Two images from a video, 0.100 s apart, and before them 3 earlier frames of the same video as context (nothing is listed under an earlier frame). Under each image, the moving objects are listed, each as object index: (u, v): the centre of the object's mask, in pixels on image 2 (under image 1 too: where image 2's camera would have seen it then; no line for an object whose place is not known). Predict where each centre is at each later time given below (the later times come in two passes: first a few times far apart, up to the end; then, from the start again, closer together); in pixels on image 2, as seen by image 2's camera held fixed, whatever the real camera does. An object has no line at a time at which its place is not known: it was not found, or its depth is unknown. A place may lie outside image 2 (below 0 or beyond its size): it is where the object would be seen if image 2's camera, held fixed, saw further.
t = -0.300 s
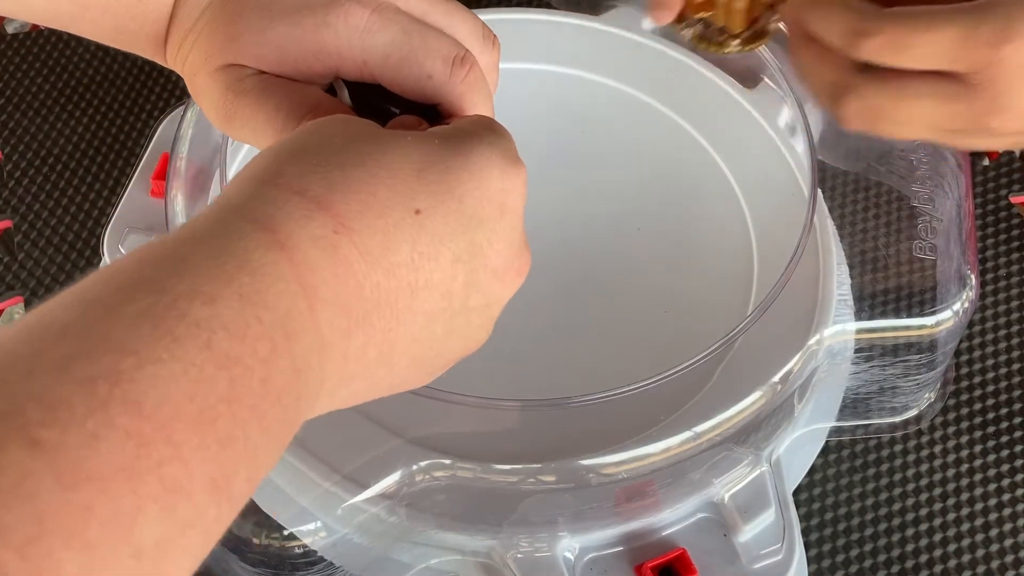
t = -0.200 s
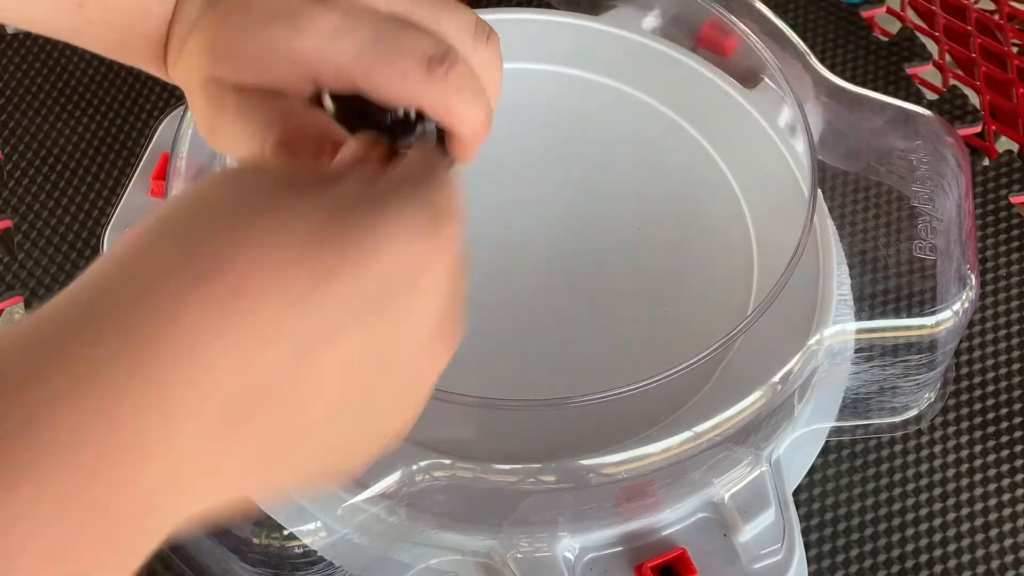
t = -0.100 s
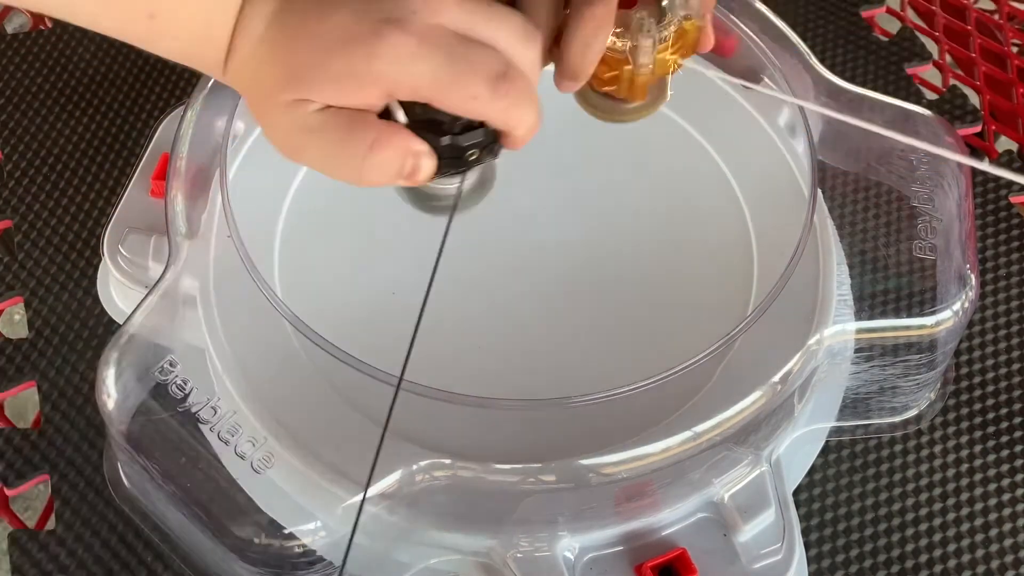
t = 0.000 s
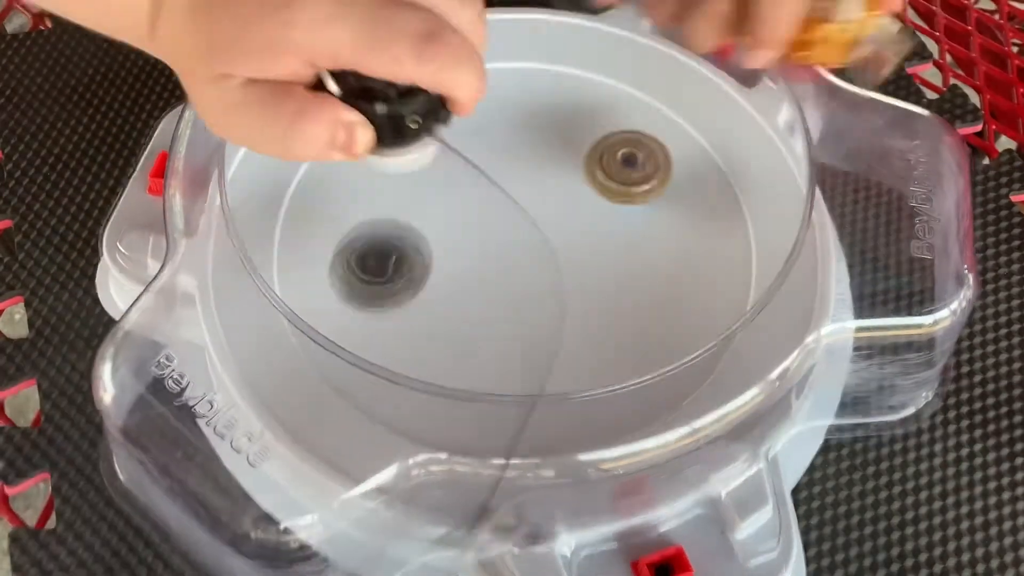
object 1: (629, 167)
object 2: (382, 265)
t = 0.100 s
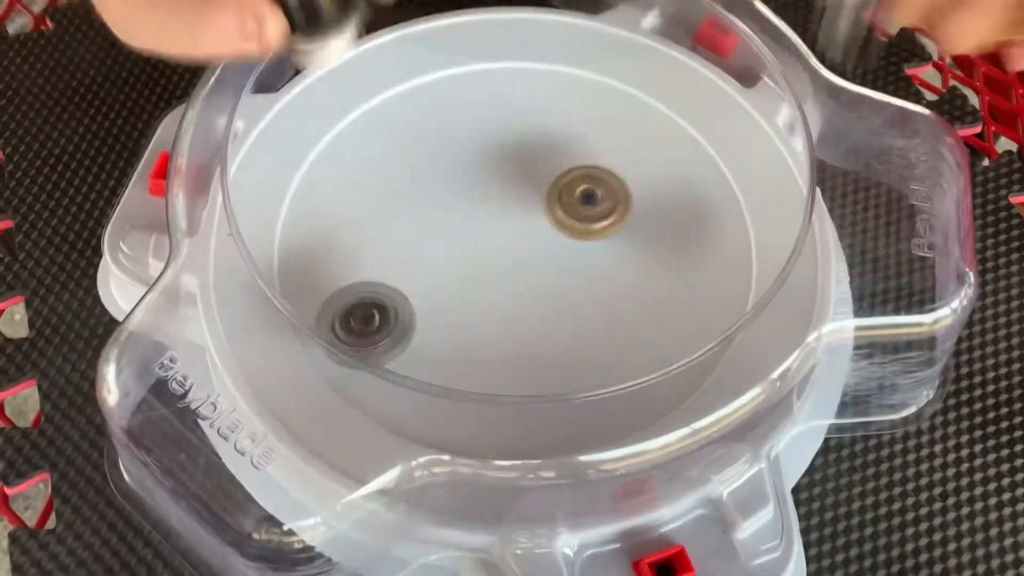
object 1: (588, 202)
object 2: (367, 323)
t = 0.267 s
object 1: (509, 244)
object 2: (455, 352)
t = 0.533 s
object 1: (535, 298)
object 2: (667, 281)
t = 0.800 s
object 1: (593, 242)
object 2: (529, 127)
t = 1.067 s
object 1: (480, 208)
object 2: (293, 196)
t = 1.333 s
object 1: (459, 330)
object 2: (529, 422)
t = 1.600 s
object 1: (619, 304)
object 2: (730, 167)
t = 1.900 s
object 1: (517, 175)
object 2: (329, 120)
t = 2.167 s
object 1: (398, 265)
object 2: (567, 417)
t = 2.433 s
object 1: (543, 361)
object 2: (668, 93)
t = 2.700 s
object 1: (622, 209)
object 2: (294, 182)
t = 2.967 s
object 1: (428, 150)
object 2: (633, 399)
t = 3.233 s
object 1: (357, 318)
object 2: (652, 84)
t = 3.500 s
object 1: (604, 349)
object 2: (317, 138)
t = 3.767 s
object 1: (610, 174)
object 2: (451, 417)
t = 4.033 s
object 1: (443, 146)
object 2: (741, 259)
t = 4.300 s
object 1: (391, 273)
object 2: (557, 67)
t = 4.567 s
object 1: (568, 317)
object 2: (310, 181)
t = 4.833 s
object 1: (609, 185)
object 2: (465, 403)
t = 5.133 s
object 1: (458, 158)
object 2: (669, 237)
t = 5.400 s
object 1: (427, 268)
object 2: (501, 135)
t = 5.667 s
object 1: (548, 313)
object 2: (401, 266)
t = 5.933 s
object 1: (609, 249)
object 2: (536, 321)
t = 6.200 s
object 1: (537, 172)
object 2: (555, 252)
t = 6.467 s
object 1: (416, 227)
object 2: (529, 258)
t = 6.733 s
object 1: (485, 334)
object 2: (538, 256)
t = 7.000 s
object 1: (612, 288)
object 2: (534, 222)
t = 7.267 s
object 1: (580, 189)
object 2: (472, 208)
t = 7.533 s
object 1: (501, 196)
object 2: (426, 265)
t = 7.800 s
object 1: (490, 232)
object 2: (462, 308)
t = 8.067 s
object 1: (519, 230)
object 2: (531, 307)
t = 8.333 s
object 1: (520, 204)
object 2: (552, 282)
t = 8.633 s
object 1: (499, 206)
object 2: (537, 278)
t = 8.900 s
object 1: (496, 208)
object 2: (538, 281)
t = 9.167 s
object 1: (500, 204)
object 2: (538, 278)
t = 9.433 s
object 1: (502, 199)
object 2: (531, 278)
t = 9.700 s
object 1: (504, 177)
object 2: (520, 296)
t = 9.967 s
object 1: (507, 194)
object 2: (522, 269)
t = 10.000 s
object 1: (511, 180)
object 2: (521, 283)
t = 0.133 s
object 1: (569, 210)
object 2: (374, 332)
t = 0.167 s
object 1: (551, 219)
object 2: (387, 339)
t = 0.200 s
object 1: (533, 227)
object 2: (406, 345)
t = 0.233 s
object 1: (519, 235)
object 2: (428, 349)
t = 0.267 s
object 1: (509, 244)
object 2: (455, 352)
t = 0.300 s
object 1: (502, 255)
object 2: (484, 353)
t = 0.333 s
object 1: (500, 267)
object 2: (516, 351)
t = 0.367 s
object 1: (500, 279)
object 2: (550, 345)
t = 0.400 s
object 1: (502, 283)
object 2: (584, 341)
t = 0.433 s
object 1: (507, 288)
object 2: (614, 331)
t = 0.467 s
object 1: (514, 291)
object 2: (639, 318)
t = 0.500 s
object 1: (524, 295)
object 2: (657, 300)
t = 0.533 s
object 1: (535, 298)
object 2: (667, 281)
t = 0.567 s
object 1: (548, 300)
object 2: (672, 259)
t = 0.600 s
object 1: (560, 298)
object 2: (667, 238)
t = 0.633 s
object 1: (571, 295)
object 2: (657, 216)
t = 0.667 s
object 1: (580, 289)
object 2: (641, 195)
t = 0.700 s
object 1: (587, 279)
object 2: (617, 174)
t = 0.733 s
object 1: (592, 268)
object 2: (590, 156)
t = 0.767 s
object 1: (594, 255)
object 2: (560, 140)
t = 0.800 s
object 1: (593, 242)
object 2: (529, 127)
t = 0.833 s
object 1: (588, 227)
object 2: (495, 118)
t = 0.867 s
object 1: (581, 216)
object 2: (462, 113)
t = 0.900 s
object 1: (570, 207)
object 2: (429, 114)
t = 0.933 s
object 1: (555, 201)
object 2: (399, 120)
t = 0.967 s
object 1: (537, 197)
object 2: (367, 132)
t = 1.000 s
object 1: (518, 198)
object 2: (340, 147)
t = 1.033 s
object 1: (499, 201)
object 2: (314, 169)
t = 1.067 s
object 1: (480, 208)
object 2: (293, 196)
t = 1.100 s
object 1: (463, 219)
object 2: (285, 225)
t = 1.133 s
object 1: (448, 233)
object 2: (297, 261)
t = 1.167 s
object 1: (438, 249)
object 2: (320, 293)
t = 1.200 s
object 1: (432, 267)
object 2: (343, 331)
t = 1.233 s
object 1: (432, 284)
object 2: (380, 366)
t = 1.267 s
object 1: (436, 300)
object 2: (425, 394)
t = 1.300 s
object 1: (445, 316)
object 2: (481, 414)
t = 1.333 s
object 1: (459, 330)
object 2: (529, 422)
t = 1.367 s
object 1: (477, 339)
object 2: (587, 415)
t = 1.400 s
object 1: (498, 348)
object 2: (630, 397)
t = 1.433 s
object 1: (522, 351)
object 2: (674, 365)
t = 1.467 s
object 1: (547, 351)
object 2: (702, 329)
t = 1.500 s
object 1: (569, 346)
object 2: (721, 290)
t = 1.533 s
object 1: (591, 335)
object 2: (738, 254)
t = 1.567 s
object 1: (607, 320)
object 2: (740, 211)
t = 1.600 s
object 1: (619, 304)
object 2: (730, 167)
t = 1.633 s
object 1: (625, 285)
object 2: (710, 129)
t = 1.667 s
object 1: (624, 265)
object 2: (678, 101)
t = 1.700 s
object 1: (619, 246)
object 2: (633, 77)
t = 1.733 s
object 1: (609, 227)
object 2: (584, 56)
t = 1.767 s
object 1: (594, 211)
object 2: (534, 45)
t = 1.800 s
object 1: (578, 197)
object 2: (475, 47)
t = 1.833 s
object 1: (560, 186)
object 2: (424, 64)
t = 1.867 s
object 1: (539, 178)
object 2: (371, 84)
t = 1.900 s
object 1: (517, 175)
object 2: (329, 120)
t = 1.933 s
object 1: (496, 175)
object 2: (303, 166)
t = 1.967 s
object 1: (475, 179)
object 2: (284, 214)
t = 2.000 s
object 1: (455, 187)
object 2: (300, 270)
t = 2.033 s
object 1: (437, 198)
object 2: (318, 327)
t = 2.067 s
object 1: (422, 211)
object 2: (362, 371)
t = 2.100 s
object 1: (410, 227)
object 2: (422, 407)
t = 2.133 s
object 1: (403, 245)
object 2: (498, 421)
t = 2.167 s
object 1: (398, 265)
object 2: (567, 417)
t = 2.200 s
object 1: (399, 285)
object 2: (633, 399)
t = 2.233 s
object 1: (405, 305)
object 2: (689, 367)
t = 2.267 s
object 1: (417, 323)
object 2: (725, 317)
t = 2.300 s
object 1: (435, 340)
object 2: (740, 268)
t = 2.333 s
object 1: (458, 352)
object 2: (749, 220)
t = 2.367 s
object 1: (484, 359)
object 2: (734, 172)
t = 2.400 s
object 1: (513, 362)
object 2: (706, 127)
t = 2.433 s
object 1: (543, 361)
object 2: (668, 93)
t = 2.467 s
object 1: (572, 356)
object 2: (621, 67)
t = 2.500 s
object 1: (599, 343)
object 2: (569, 51)
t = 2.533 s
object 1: (621, 323)
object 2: (512, 46)
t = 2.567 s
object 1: (635, 301)
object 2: (454, 53)
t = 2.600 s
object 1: (643, 278)
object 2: (401, 70)
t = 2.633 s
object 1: (642, 254)
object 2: (356, 98)
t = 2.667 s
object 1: (635, 231)
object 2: (319, 136)
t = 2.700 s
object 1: (622, 209)
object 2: (294, 182)
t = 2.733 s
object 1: (605, 189)
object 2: (287, 239)
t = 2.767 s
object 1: (584, 173)
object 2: (297, 291)
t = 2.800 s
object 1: (560, 159)
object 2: (329, 343)
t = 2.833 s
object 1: (535, 150)
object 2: (377, 383)
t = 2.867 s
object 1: (509, 144)
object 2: (442, 411)
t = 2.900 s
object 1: (482, 142)
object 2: (505, 422)
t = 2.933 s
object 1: (454, 144)
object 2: (573, 418)
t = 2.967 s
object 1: (428, 150)
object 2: (633, 399)
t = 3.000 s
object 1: (403, 161)
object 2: (687, 369)
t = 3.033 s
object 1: (379, 175)
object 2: (722, 323)
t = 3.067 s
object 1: (359, 193)
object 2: (741, 276)
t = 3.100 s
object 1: (342, 215)
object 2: (748, 234)
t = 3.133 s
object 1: (333, 240)
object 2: (739, 187)
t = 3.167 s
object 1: (331, 267)
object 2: (722, 150)
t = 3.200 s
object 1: (338, 295)
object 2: (693, 113)
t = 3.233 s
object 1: (357, 318)
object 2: (652, 84)
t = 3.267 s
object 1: (376, 347)
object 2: (609, 63)
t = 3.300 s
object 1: (406, 366)
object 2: (564, 52)
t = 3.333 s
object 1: (438, 379)
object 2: (515, 49)
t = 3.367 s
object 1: (472, 386)
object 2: (467, 52)
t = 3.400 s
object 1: (508, 386)
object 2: (421, 64)
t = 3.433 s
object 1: (543, 378)
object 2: (379, 83)
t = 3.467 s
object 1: (574, 362)
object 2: (345, 106)
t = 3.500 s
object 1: (604, 349)
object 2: (317, 138)
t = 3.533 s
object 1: (627, 330)
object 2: (298, 176)
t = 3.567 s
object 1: (643, 306)
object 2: (286, 217)
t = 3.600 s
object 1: (652, 282)
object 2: (294, 255)
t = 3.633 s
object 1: (654, 259)
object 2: (304, 295)
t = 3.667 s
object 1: (650, 236)
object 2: (325, 336)
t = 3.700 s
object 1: (640, 213)
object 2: (357, 371)
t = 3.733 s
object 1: (627, 192)
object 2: (401, 398)
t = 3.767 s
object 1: (610, 174)
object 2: (451, 417)
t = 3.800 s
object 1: (590, 159)
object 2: (507, 423)
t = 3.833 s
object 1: (571, 148)
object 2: (555, 418)
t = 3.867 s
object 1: (550, 140)
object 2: (606, 410)
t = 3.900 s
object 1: (528, 135)
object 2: (654, 389)
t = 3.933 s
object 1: (505, 133)
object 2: (687, 361)
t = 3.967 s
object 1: (483, 134)
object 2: (716, 329)
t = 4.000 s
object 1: (462, 138)
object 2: (733, 292)
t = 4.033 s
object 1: (443, 146)
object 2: (741, 259)
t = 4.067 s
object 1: (425, 156)
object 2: (745, 226)
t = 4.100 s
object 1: (409, 169)
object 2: (733, 191)
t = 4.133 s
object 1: (396, 184)
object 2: (718, 162)
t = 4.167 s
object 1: (387, 200)
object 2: (695, 133)
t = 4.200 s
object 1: (381, 218)
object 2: (667, 110)
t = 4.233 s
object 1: (380, 236)
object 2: (634, 91)
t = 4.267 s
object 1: (383, 255)
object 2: (595, 77)
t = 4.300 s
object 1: (391, 273)
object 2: (557, 67)
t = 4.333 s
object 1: (404, 289)
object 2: (517, 64)
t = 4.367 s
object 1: (421, 304)
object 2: (476, 67)
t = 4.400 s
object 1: (442, 316)
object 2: (441, 74)
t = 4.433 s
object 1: (466, 324)
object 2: (405, 87)
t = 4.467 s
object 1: (492, 330)
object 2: (374, 104)
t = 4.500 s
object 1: (517, 329)
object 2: (347, 126)
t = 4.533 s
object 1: (543, 326)
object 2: (325, 154)
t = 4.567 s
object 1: (568, 317)
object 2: (310, 181)
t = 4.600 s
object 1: (588, 305)
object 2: (300, 219)
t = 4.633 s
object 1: (605, 288)
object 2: (301, 254)
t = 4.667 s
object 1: (616, 271)
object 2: (316, 284)
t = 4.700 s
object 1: (623, 253)
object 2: (331, 324)
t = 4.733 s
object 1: (625, 234)
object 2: (355, 351)
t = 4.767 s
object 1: (624, 217)
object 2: (389, 371)
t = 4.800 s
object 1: (617, 199)
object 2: (424, 393)
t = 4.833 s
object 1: (609, 185)
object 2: (465, 403)
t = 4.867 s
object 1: (597, 172)
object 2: (502, 396)
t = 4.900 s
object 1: (582, 160)
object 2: (542, 391)
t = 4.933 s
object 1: (567, 152)
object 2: (574, 368)
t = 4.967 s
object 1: (549, 145)
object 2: (606, 356)
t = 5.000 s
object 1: (531, 142)
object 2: (631, 339)
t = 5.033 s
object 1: (512, 141)
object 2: (654, 316)
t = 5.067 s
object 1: (494, 144)
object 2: (665, 291)
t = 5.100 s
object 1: (475, 149)
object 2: (672, 263)
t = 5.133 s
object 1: (458, 158)
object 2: (669, 237)
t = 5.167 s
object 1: (444, 169)
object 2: (663, 211)
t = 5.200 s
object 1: (432, 182)
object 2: (648, 190)
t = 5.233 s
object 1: (423, 197)
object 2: (628, 170)
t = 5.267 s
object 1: (416, 212)
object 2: (606, 155)
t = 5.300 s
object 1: (414, 227)
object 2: (579, 143)
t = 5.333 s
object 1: (415, 242)
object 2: (552, 136)
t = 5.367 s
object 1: (420, 256)
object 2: (525, 133)
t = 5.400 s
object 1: (427, 268)
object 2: (501, 135)
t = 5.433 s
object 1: (437, 278)
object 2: (474, 141)
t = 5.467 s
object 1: (448, 287)
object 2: (453, 150)
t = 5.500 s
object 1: (462, 294)
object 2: (431, 165)
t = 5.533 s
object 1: (477, 302)
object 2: (416, 180)
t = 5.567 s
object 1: (494, 308)
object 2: (403, 200)
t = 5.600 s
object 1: (511, 311)
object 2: (397, 221)
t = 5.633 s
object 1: (530, 314)
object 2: (396, 243)
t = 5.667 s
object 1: (548, 313)
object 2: (401, 266)
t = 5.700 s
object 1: (564, 310)
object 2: (410, 286)
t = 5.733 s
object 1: (578, 304)
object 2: (424, 305)
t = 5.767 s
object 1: (588, 297)
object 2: (441, 318)
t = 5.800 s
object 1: (596, 287)
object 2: (460, 328)
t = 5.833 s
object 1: (603, 278)
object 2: (480, 333)
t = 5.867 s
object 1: (606, 268)
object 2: (500, 332)
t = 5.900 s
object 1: (609, 259)
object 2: (520, 329)
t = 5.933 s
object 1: (609, 249)
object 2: (536, 321)
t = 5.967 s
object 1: (607, 239)
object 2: (549, 311)
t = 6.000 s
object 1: (603, 230)
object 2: (561, 298)
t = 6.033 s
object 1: (598, 217)
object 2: (565, 288)
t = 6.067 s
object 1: (592, 205)
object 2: (567, 279)
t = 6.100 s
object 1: (582, 194)
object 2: (567, 269)
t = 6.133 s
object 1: (568, 186)
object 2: (564, 261)
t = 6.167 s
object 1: (554, 178)
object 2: (560, 256)
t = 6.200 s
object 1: (537, 172)
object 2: (555, 252)
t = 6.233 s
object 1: (520, 171)
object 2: (548, 248)
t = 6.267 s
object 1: (502, 173)
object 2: (543, 245)
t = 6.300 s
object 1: (485, 178)
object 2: (536, 242)
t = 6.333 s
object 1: (468, 185)
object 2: (532, 242)
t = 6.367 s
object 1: (450, 190)
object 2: (532, 246)
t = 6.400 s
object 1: (435, 199)
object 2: (530, 250)
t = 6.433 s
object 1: (424, 212)
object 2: (529, 254)
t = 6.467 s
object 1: (416, 227)
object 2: (529, 258)
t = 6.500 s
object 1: (412, 244)
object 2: (528, 260)
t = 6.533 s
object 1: (412, 261)
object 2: (527, 263)
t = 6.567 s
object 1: (418, 278)
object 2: (526, 264)
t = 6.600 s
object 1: (428, 294)
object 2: (525, 265)
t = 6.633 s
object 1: (444, 308)
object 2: (524, 265)
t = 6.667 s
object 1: (457, 320)
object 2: (528, 262)
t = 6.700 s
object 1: (470, 329)
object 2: (534, 259)
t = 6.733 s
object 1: (485, 334)
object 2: (538, 256)
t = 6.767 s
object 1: (503, 336)
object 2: (541, 253)
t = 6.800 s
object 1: (522, 336)
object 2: (545, 250)
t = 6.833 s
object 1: (541, 333)
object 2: (545, 248)
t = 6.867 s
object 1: (560, 327)
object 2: (545, 245)
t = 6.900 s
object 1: (576, 318)
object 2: (546, 242)
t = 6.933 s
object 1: (592, 311)
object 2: (544, 237)
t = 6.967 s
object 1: (604, 300)
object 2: (538, 227)
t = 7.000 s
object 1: (612, 288)
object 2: (534, 222)
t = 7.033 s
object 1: (618, 273)
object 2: (530, 218)
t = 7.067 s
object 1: (619, 259)
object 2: (528, 214)
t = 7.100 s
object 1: (616, 242)
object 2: (522, 210)
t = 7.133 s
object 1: (610, 227)
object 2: (517, 210)
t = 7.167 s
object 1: (607, 215)
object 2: (508, 207)
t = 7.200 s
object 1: (602, 205)
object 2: (495, 205)
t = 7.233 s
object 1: (592, 197)
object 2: (482, 207)
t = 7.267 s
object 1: (580, 189)
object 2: (472, 208)
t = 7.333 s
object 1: (552, 181)
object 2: (457, 216)
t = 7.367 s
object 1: (537, 181)
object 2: (451, 220)
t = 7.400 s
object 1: (523, 184)
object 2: (448, 224)
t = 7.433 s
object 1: (513, 186)
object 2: (443, 234)
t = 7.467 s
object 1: (506, 190)
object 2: (440, 241)
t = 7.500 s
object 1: (501, 193)
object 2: (434, 251)
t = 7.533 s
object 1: (501, 196)
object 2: (426, 265)
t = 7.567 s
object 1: (499, 200)
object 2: (420, 277)
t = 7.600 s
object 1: (496, 204)
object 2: (419, 288)
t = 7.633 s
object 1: (493, 208)
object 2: (421, 296)
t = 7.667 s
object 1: (491, 213)
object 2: (424, 302)
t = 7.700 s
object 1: (490, 217)
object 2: (431, 306)
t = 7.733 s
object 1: (490, 222)
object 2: (440, 308)
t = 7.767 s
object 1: (490, 227)
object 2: (450, 309)
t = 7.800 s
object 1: (490, 232)
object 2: (462, 308)
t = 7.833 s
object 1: (493, 235)
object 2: (472, 309)
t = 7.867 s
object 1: (497, 235)
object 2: (481, 313)
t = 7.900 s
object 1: (502, 235)
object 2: (491, 314)
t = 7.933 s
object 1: (506, 235)
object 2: (500, 313)
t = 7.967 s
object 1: (509, 235)
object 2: (508, 311)
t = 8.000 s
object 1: (513, 233)
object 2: (516, 310)
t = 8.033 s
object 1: (516, 230)
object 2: (524, 309)
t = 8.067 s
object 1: (519, 230)
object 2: (531, 307)
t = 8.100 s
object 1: (521, 228)
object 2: (538, 303)
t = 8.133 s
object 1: (523, 225)
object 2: (544, 300)
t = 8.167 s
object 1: (524, 220)
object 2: (548, 295)
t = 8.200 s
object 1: (524, 217)
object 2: (549, 290)
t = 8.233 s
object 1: (523, 211)
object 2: (552, 289)
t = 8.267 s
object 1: (522, 206)
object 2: (553, 288)
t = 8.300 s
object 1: (521, 204)
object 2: (553, 286)
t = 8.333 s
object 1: (520, 204)
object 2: (552, 282)
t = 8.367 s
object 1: (518, 204)
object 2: (550, 278)
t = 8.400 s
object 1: (515, 203)
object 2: (549, 277)
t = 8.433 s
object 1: (511, 197)
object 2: (549, 282)
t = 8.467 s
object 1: (508, 195)
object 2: (549, 284)
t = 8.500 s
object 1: (506, 195)
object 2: (548, 286)
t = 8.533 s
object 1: (503, 196)
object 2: (546, 286)
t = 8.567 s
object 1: (502, 198)
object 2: (543, 284)
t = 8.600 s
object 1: (500, 202)
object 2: (540, 281)
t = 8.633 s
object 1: (499, 206)
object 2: (537, 278)
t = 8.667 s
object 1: (497, 205)
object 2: (536, 279)
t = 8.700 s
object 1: (495, 202)
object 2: (539, 284)
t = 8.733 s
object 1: (495, 200)
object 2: (540, 287)
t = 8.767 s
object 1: (495, 201)
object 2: (540, 289)
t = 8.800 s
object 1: (495, 201)
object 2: (540, 289)
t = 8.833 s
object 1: (495, 203)
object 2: (540, 288)
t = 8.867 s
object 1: (496, 205)
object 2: (539, 285)
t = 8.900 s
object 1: (496, 208)
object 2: (538, 281)
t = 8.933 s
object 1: (497, 209)
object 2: (537, 277)
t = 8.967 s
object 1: (496, 206)
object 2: (538, 280)
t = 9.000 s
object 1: (496, 204)
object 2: (539, 281)
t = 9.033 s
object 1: (497, 203)
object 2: (539, 282)
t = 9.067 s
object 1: (498, 204)
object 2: (539, 281)
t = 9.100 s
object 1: (499, 205)
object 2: (539, 279)
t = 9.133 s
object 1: (500, 207)
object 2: (538, 277)
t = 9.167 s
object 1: (500, 204)
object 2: (538, 278)
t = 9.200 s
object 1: (500, 200)
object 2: (539, 283)
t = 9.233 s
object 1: (501, 198)
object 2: (539, 286)
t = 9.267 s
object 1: (501, 197)
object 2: (538, 288)
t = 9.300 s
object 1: (500, 196)
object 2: (537, 288)
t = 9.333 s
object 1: (501, 197)
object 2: (536, 287)
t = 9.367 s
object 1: (500, 197)
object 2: (534, 285)
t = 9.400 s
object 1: (501, 198)
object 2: (532, 282)
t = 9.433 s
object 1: (502, 199)
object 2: (531, 278)
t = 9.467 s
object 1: (503, 201)
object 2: (529, 274)
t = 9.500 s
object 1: (504, 195)
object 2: (528, 277)
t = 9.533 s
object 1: (506, 187)
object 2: (527, 285)
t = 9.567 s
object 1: (506, 183)
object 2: (525, 290)
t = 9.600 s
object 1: (506, 180)
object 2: (524, 294)
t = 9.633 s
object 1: (505, 178)
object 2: (522, 296)
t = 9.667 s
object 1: (504, 177)
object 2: (521, 297)
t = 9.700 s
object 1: (504, 177)
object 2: (520, 296)
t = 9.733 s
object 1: (503, 177)
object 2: (521, 296)
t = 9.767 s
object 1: (503, 178)
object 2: (521, 293)
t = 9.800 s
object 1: (503, 180)
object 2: (520, 290)
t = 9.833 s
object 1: (502, 182)
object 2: (519, 287)
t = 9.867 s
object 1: (503, 185)
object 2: (519, 282)
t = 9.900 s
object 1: (504, 188)
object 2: (520, 278)
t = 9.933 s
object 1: (505, 192)
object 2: (522, 273)
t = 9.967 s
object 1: (507, 194)
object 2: (522, 269)
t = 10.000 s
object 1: (511, 180)
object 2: (521, 283)
